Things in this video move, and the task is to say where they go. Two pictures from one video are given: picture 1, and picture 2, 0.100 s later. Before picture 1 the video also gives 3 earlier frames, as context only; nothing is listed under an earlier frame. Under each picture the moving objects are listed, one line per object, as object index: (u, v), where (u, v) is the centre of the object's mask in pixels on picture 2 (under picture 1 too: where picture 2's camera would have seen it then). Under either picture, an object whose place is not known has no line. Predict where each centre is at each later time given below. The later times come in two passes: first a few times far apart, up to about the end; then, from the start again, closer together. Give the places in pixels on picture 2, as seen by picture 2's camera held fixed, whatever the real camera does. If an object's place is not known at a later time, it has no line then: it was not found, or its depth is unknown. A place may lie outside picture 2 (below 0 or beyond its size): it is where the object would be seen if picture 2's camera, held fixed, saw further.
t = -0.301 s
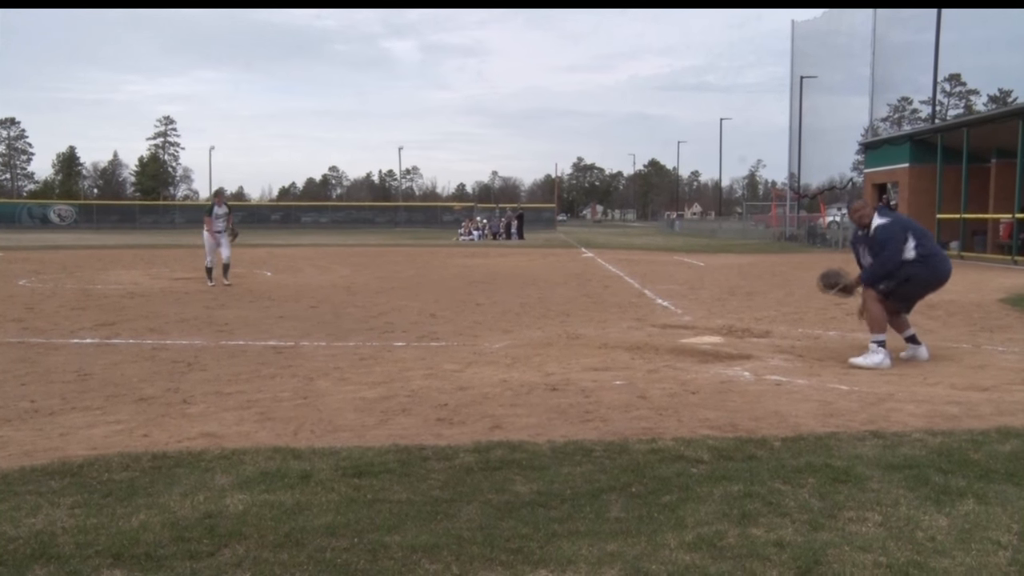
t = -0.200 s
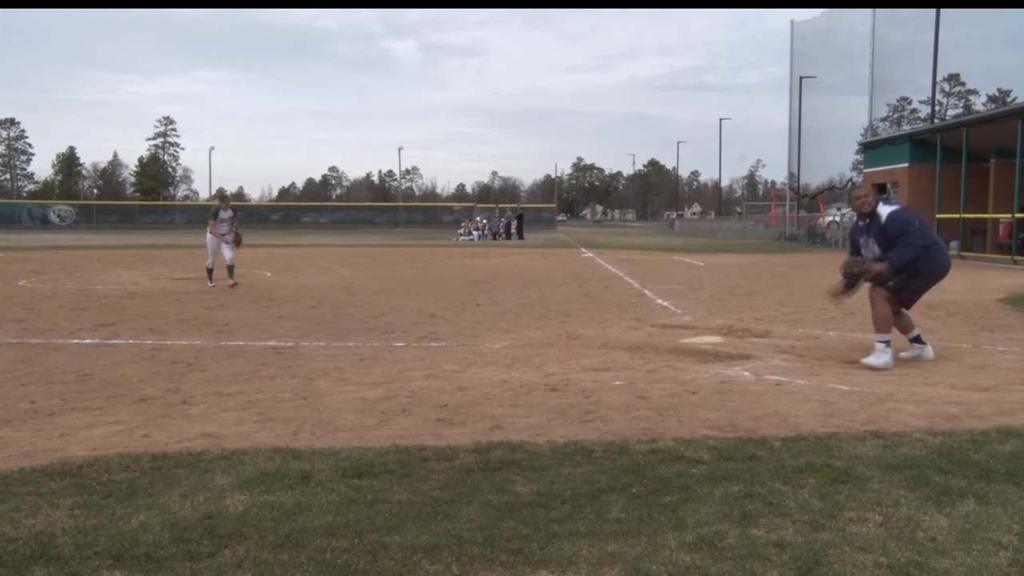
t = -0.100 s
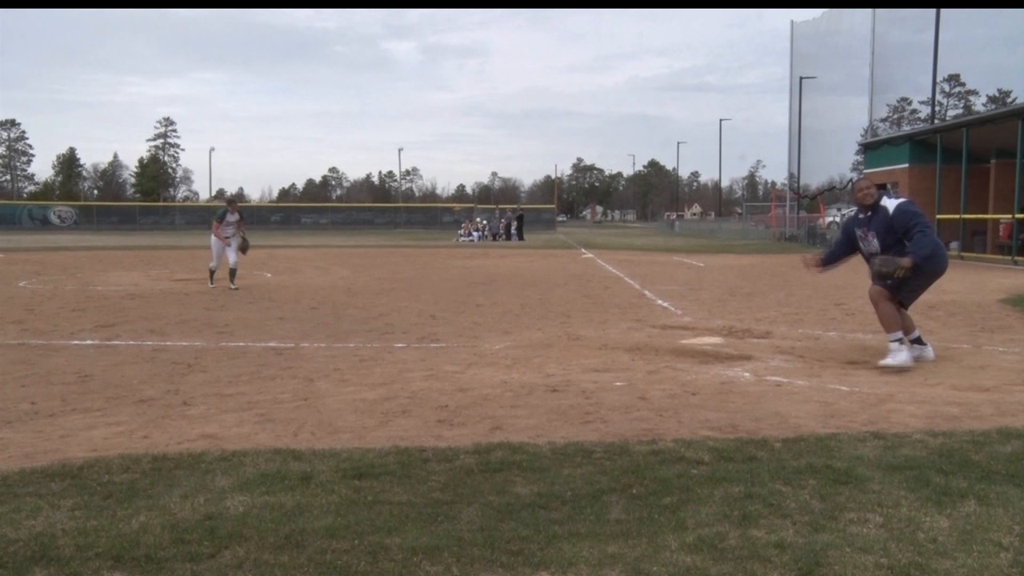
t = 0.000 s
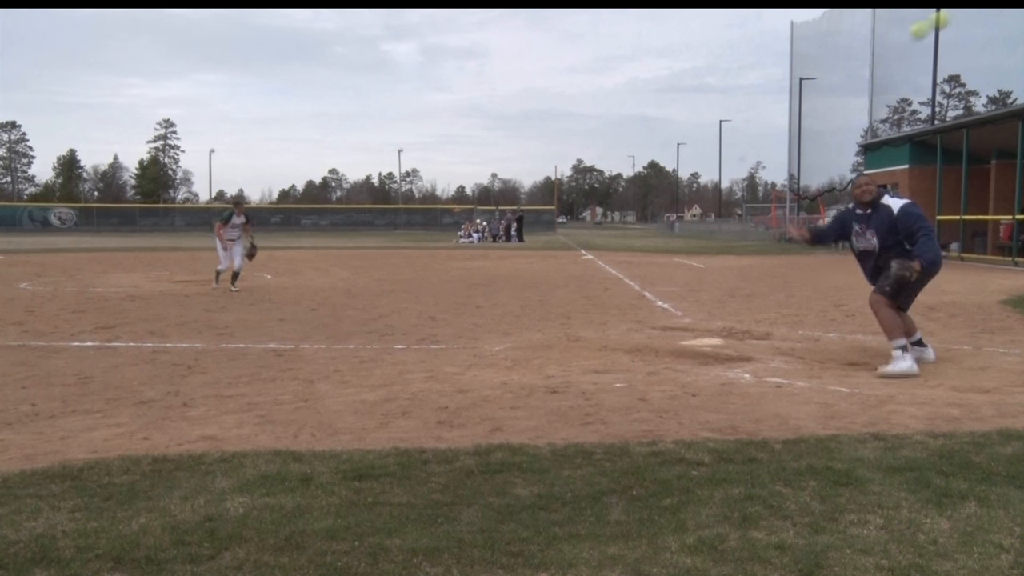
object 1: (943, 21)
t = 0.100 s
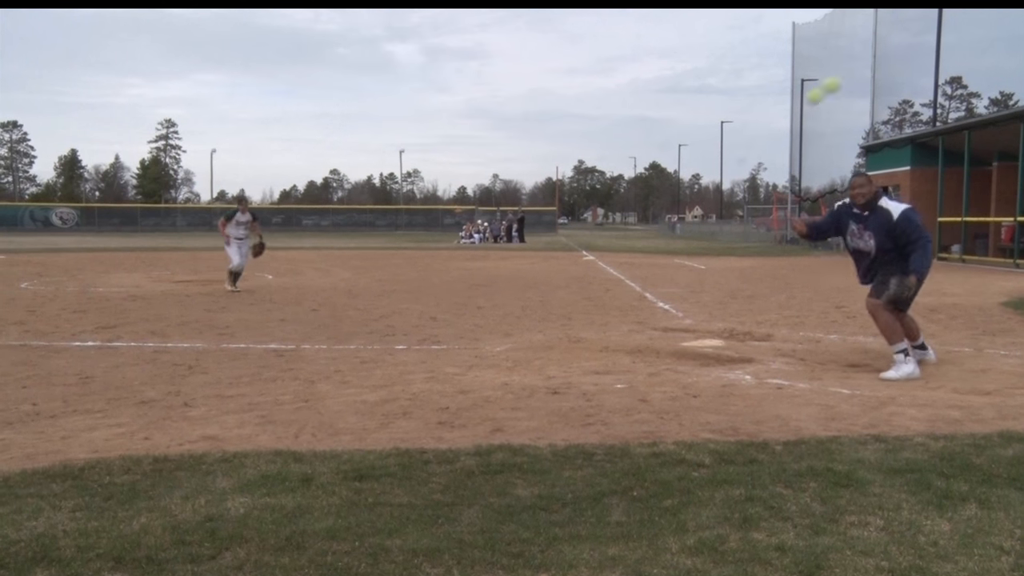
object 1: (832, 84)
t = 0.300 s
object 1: (658, 227)
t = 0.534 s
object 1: (531, 358)
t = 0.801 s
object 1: (499, 355)
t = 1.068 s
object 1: (476, 349)
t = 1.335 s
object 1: (456, 345)
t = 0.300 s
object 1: (658, 227)
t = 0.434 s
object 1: (558, 342)
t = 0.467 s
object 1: (542, 361)
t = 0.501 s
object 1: (536, 362)
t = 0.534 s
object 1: (531, 358)
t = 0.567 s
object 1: (526, 354)
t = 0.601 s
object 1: (522, 354)
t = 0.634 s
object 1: (518, 354)
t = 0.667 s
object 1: (514, 357)
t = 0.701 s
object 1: (509, 358)
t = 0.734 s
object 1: (506, 357)
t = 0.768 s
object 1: (502, 356)
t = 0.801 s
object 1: (499, 355)
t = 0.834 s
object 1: (496, 355)
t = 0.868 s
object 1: (493, 354)
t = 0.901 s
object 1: (489, 353)
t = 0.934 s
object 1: (487, 352)
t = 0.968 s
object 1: (484, 352)
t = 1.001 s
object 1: (481, 351)
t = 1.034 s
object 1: (478, 350)
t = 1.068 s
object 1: (476, 349)
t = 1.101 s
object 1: (473, 349)
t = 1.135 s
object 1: (470, 348)
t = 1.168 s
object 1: (468, 348)
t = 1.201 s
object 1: (465, 347)
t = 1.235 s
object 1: (463, 346)
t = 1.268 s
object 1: (461, 345)
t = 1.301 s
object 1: (458, 345)
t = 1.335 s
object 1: (456, 345)
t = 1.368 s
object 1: (453, 344)
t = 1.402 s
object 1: (451, 344)
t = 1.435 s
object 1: (449, 343)
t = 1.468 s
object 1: (446, 343)
